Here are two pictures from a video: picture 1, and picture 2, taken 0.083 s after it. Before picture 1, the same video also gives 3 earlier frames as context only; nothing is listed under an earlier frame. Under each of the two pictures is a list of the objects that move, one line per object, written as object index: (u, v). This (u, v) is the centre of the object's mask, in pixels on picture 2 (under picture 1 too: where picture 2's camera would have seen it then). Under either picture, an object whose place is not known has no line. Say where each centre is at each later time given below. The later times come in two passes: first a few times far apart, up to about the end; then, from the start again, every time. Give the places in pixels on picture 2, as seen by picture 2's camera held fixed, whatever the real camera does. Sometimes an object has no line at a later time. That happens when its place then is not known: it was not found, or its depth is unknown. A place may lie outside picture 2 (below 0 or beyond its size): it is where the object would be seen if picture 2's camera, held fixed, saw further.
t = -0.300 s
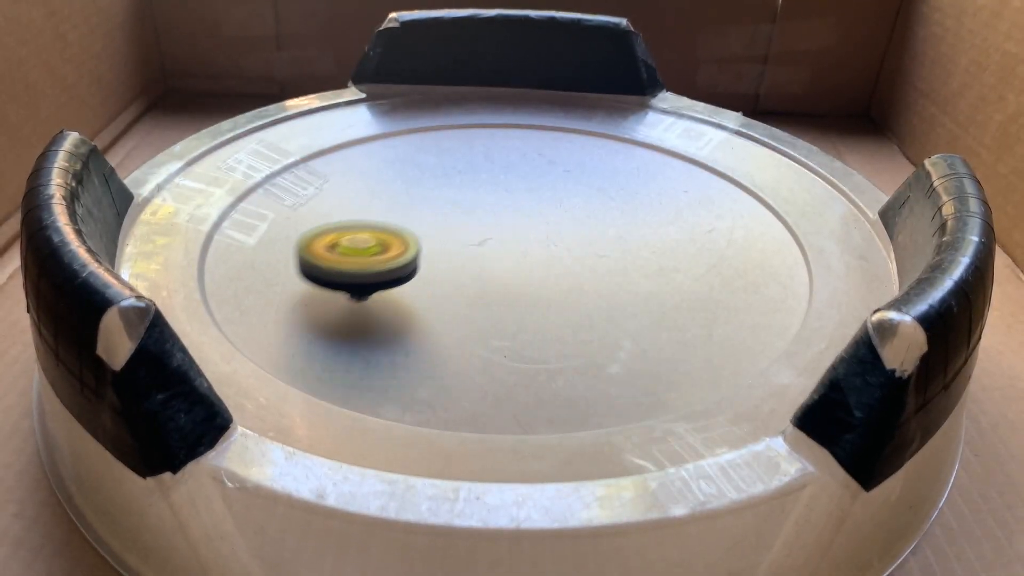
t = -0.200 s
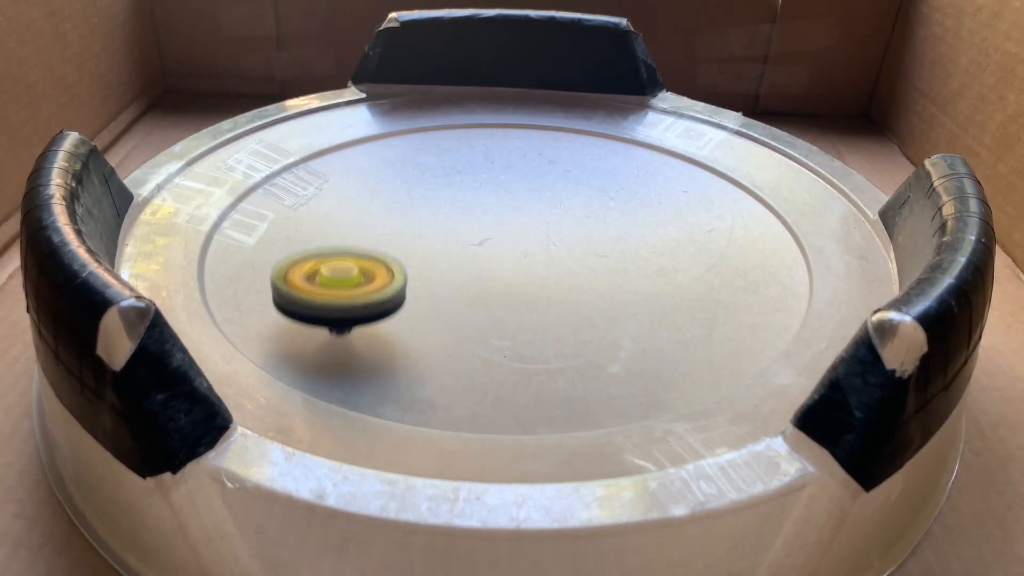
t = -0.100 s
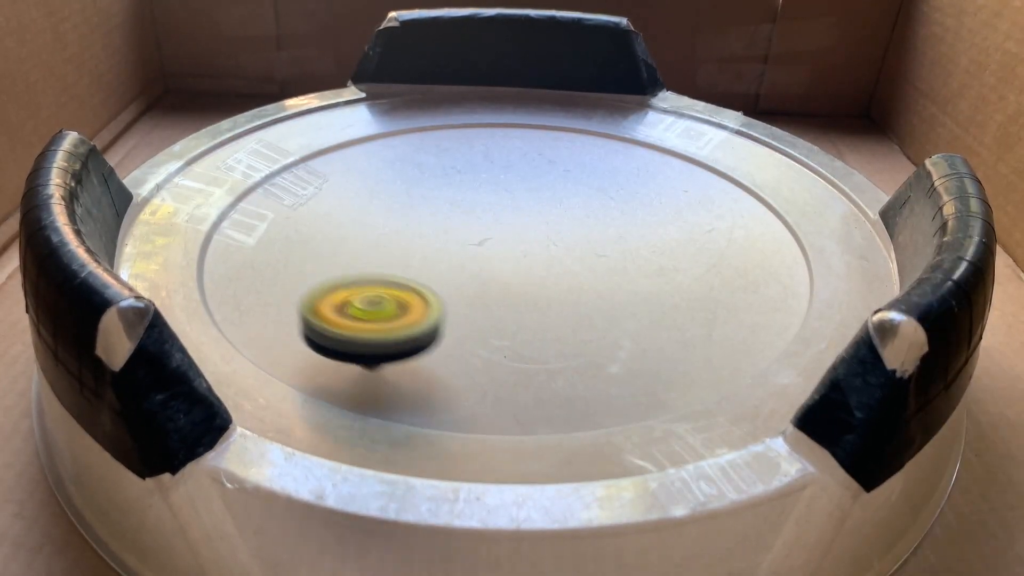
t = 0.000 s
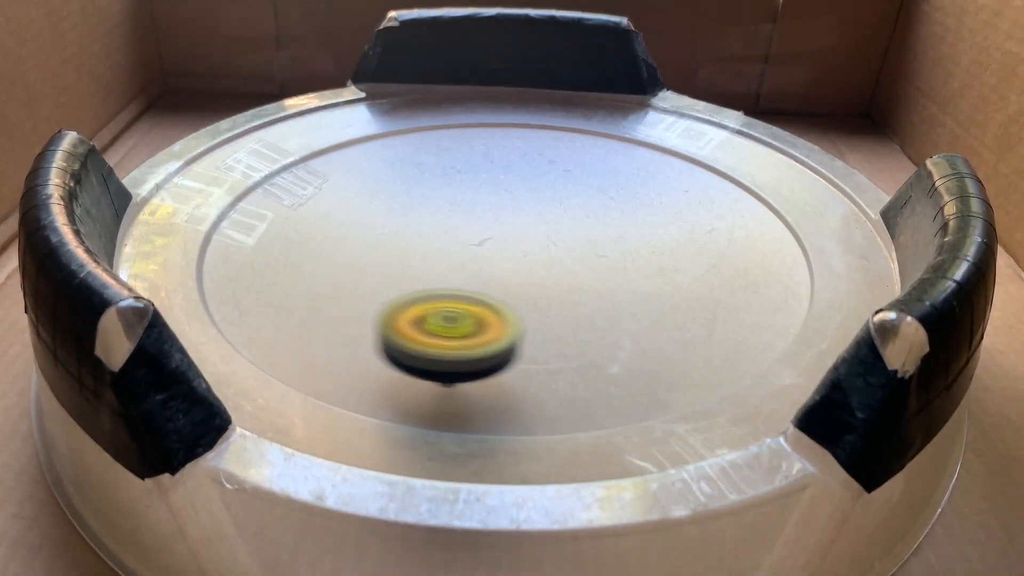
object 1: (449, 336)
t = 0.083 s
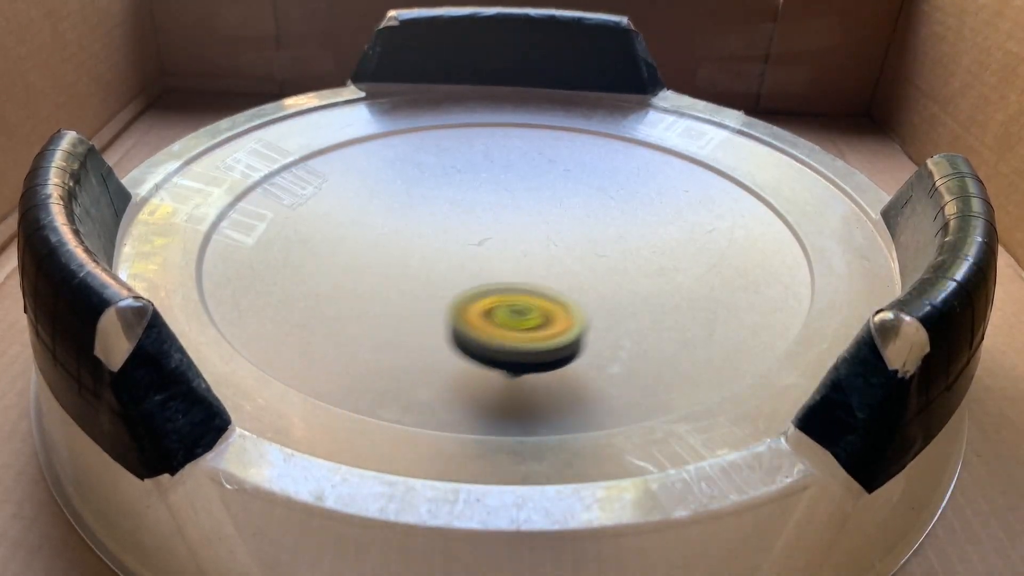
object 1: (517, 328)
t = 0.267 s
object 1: (572, 265)
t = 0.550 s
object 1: (431, 185)
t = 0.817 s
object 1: (306, 218)
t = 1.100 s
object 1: (429, 283)
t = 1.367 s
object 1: (557, 227)
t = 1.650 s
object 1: (491, 161)
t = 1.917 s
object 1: (403, 182)
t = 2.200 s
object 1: (490, 242)
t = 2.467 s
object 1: (597, 203)
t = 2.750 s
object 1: (540, 170)
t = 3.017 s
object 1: (490, 216)
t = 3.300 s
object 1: (547, 260)
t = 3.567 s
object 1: (516, 250)
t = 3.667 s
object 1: (523, 254)
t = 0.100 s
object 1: (529, 324)
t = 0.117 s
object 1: (539, 320)
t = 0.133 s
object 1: (548, 315)
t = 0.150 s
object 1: (555, 310)
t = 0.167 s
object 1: (562, 304)
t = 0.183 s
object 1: (567, 298)
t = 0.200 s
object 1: (571, 291)
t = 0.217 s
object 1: (573, 285)
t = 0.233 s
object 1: (574, 278)
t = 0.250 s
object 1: (574, 272)
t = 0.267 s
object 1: (572, 265)
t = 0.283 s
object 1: (570, 258)
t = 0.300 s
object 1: (566, 252)
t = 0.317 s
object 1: (562, 246)
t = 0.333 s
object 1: (556, 239)
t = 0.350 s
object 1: (549, 233)
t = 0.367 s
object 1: (542, 228)
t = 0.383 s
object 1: (534, 221)
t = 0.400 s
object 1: (526, 217)
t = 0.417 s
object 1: (516, 212)
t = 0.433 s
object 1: (506, 207)
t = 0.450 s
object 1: (496, 203)
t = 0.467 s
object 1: (486, 199)
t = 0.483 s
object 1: (475, 195)
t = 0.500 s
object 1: (465, 192)
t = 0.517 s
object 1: (454, 192)
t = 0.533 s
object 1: (441, 187)
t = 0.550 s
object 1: (431, 185)
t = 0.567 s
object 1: (420, 184)
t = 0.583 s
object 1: (411, 183)
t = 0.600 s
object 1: (400, 181)
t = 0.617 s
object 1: (390, 183)
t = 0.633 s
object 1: (382, 184)
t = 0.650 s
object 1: (371, 186)
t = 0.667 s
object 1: (362, 186)
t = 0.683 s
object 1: (354, 189)
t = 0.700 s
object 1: (345, 191)
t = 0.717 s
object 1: (337, 194)
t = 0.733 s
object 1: (329, 198)
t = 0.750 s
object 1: (323, 201)
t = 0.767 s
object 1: (317, 204)
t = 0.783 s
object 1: (313, 209)
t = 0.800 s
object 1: (309, 214)
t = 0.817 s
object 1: (306, 218)
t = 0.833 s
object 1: (305, 222)
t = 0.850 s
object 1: (305, 227)
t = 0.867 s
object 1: (307, 233)
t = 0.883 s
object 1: (309, 237)
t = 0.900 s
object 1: (313, 243)
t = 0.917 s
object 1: (318, 247)
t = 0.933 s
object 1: (325, 252)
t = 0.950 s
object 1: (331, 257)
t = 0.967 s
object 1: (340, 262)
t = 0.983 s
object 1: (348, 266)
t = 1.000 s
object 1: (358, 270)
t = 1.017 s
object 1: (368, 274)
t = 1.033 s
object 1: (379, 277)
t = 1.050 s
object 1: (391, 279)
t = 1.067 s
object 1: (403, 281)
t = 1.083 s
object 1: (416, 282)
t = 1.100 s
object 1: (429, 283)
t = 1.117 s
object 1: (441, 282)
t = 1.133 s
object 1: (454, 282)
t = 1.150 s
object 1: (466, 281)
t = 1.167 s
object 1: (478, 279)
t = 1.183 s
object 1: (490, 276)
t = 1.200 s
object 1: (500, 272)
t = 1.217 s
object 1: (511, 270)
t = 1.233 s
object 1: (519, 266)
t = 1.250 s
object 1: (527, 262)
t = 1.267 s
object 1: (535, 257)
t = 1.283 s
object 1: (541, 253)
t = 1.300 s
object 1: (546, 248)
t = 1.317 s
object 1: (550, 243)
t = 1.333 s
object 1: (554, 237)
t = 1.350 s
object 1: (556, 232)
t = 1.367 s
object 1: (557, 227)
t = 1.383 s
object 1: (557, 222)
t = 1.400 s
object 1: (557, 217)
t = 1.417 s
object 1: (557, 212)
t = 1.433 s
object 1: (555, 208)
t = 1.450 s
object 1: (553, 203)
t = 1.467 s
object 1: (550, 199)
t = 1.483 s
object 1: (547, 195)
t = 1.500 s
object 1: (543, 191)
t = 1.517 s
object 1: (539, 187)
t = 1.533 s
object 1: (534, 183)
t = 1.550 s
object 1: (529, 180)
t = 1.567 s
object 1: (524, 176)
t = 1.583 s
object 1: (518, 173)
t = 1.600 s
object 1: (512, 169)
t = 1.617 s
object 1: (505, 166)
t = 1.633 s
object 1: (499, 163)
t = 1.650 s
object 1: (491, 161)
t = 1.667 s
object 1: (484, 158)
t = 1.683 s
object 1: (477, 157)
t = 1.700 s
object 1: (469, 156)
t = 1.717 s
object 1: (461, 155)
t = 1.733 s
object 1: (454, 155)
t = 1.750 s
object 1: (446, 155)
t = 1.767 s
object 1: (440, 156)
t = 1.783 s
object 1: (433, 158)
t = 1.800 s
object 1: (427, 160)
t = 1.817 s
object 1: (421, 162)
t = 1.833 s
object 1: (417, 165)
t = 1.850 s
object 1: (413, 168)
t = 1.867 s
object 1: (409, 171)
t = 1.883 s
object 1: (407, 174)
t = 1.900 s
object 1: (404, 178)
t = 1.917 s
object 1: (403, 182)
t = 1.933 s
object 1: (402, 186)
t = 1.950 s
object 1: (403, 190)
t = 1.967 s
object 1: (404, 194)
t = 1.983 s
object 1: (406, 198)
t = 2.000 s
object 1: (408, 203)
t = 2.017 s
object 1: (412, 207)
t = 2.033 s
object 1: (416, 211)
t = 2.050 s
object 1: (420, 216)
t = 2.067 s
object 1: (426, 219)
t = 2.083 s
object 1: (432, 223)
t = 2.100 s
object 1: (439, 227)
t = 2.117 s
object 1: (446, 231)
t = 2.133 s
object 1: (454, 234)
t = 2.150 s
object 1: (462, 236)
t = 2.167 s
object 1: (471, 239)
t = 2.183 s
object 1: (480, 240)
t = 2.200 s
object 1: (490, 242)
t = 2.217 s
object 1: (500, 243)
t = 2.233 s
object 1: (509, 244)
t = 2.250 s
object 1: (519, 243)
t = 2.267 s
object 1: (529, 242)
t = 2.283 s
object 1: (538, 241)
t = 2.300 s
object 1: (547, 239)
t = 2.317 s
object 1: (555, 236)
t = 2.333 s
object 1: (562, 234)
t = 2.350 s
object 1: (569, 230)
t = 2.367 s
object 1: (576, 227)
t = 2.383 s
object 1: (581, 223)
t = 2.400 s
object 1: (586, 219)
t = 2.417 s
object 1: (590, 215)
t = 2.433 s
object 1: (593, 211)
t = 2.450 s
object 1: (595, 207)
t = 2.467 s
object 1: (597, 203)
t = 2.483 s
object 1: (597, 199)
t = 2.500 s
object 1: (597, 195)
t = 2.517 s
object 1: (596, 191)
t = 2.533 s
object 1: (595, 188)
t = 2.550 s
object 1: (593, 184)
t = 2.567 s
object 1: (590, 181)
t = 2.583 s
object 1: (587, 179)
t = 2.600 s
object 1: (584, 176)
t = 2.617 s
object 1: (580, 174)
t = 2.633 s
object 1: (575, 172)
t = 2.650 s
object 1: (571, 171)
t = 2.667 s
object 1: (566, 170)
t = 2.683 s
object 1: (561, 169)
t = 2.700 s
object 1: (556, 169)
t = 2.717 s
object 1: (550, 169)
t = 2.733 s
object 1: (545, 169)
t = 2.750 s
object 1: (540, 170)
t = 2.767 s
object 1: (535, 170)
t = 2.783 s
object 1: (530, 171)
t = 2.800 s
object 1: (525, 173)
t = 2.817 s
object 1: (520, 174)
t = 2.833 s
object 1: (516, 177)
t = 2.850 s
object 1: (512, 179)
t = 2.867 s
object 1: (507, 182)
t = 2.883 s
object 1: (505, 184)
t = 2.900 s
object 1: (501, 188)
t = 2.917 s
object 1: (497, 191)
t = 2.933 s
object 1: (495, 193)
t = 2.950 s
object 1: (493, 198)
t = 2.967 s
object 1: (491, 202)
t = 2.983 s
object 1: (490, 207)
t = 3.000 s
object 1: (490, 212)
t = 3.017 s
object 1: (490, 216)
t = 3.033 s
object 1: (491, 220)
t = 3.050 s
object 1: (492, 224)
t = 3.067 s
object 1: (495, 229)
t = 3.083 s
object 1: (498, 234)
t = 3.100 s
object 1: (501, 238)
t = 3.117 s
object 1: (505, 242)
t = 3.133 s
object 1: (511, 246)
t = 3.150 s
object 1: (516, 250)
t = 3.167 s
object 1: (523, 254)
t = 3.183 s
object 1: (530, 257)
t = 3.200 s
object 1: (538, 259)
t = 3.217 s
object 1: (546, 260)
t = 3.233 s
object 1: (516, 250)
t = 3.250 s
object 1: (522, 253)
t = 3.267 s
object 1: (530, 256)
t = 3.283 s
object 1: (538, 259)
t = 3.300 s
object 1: (547, 260)
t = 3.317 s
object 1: (516, 250)
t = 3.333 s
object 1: (523, 253)
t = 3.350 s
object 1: (530, 256)
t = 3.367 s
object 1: (538, 259)
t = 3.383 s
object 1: (547, 259)
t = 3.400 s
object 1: (516, 250)
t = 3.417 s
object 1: (522, 253)
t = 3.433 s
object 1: (530, 256)
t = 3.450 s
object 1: (538, 259)
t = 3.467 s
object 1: (547, 260)
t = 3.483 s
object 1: (516, 250)
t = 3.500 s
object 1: (523, 254)
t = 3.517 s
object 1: (530, 256)
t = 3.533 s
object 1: (538, 259)
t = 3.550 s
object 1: (546, 260)
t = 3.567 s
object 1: (516, 250)
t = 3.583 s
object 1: (523, 253)
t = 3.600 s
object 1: (530, 256)
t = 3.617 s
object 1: (538, 259)
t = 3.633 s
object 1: (546, 260)
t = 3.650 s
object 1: (516, 250)
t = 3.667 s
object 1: (523, 254)
